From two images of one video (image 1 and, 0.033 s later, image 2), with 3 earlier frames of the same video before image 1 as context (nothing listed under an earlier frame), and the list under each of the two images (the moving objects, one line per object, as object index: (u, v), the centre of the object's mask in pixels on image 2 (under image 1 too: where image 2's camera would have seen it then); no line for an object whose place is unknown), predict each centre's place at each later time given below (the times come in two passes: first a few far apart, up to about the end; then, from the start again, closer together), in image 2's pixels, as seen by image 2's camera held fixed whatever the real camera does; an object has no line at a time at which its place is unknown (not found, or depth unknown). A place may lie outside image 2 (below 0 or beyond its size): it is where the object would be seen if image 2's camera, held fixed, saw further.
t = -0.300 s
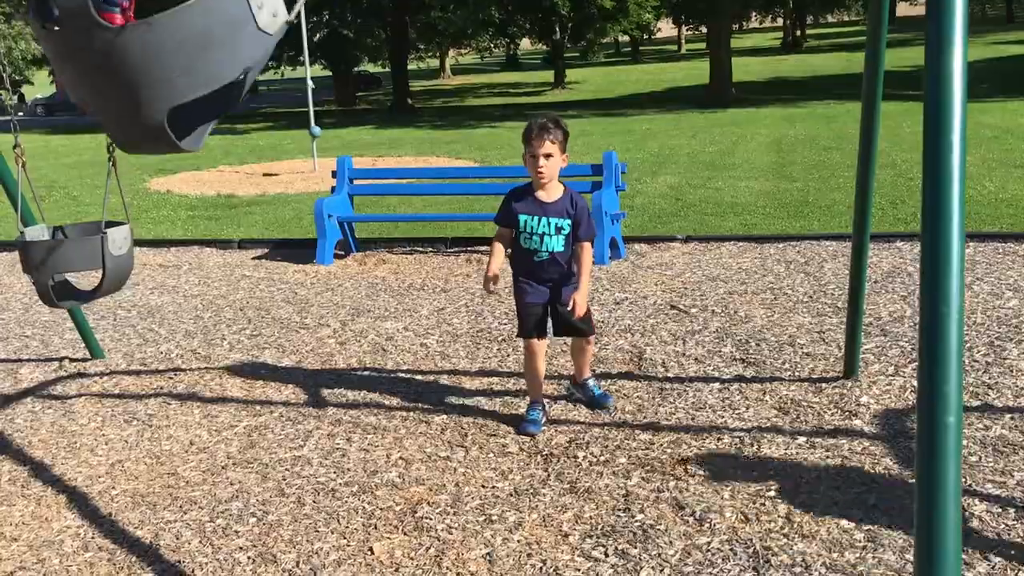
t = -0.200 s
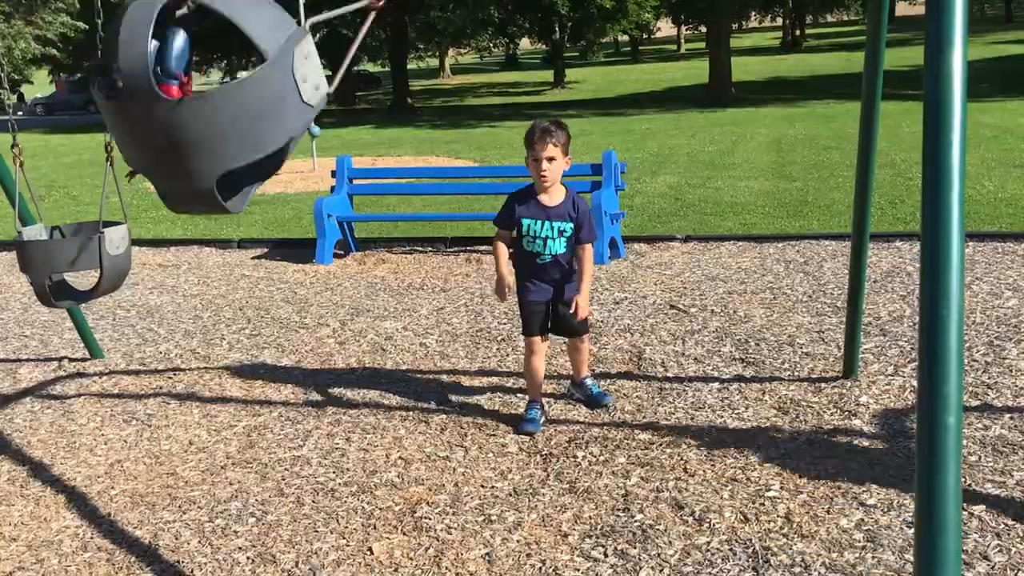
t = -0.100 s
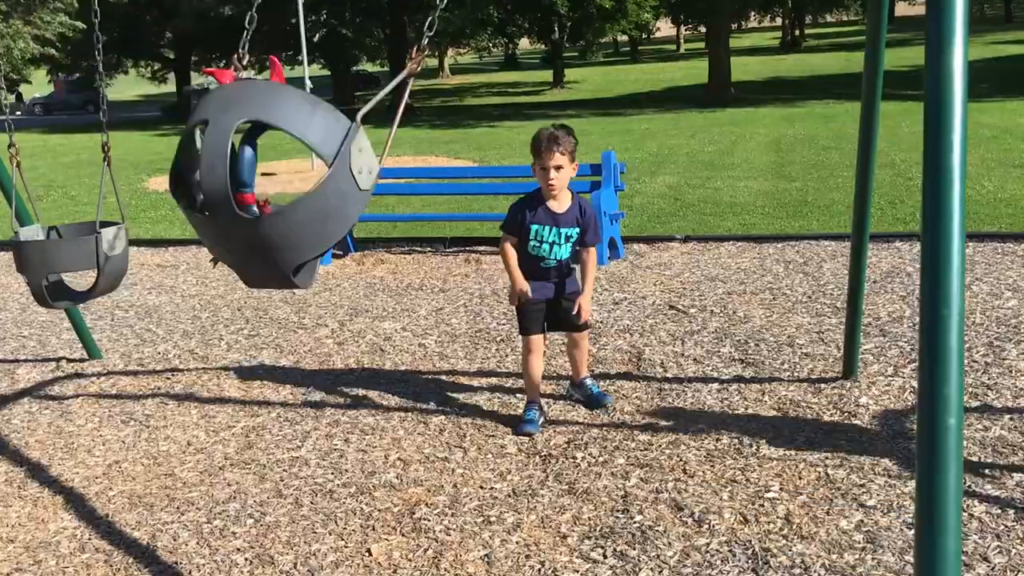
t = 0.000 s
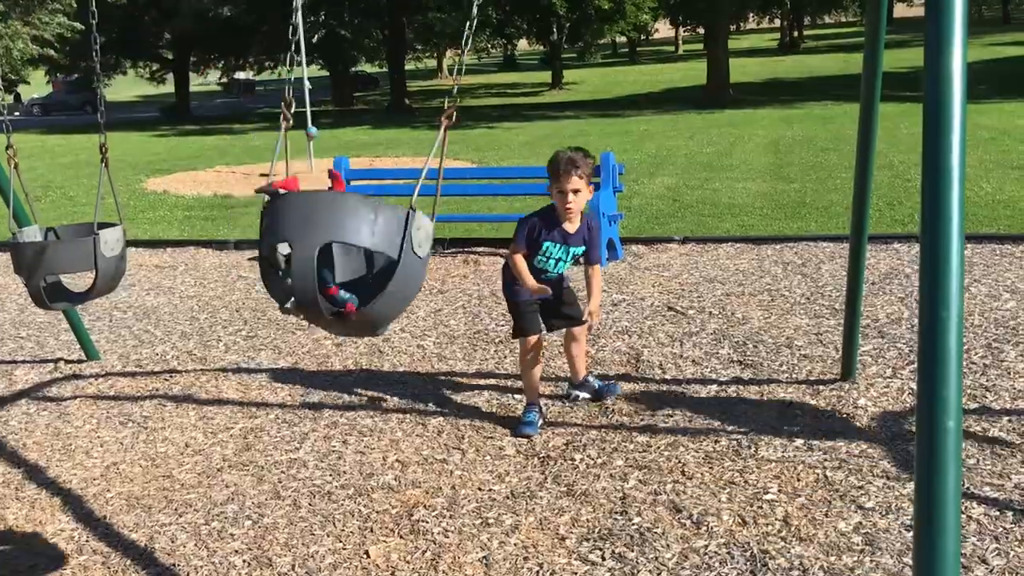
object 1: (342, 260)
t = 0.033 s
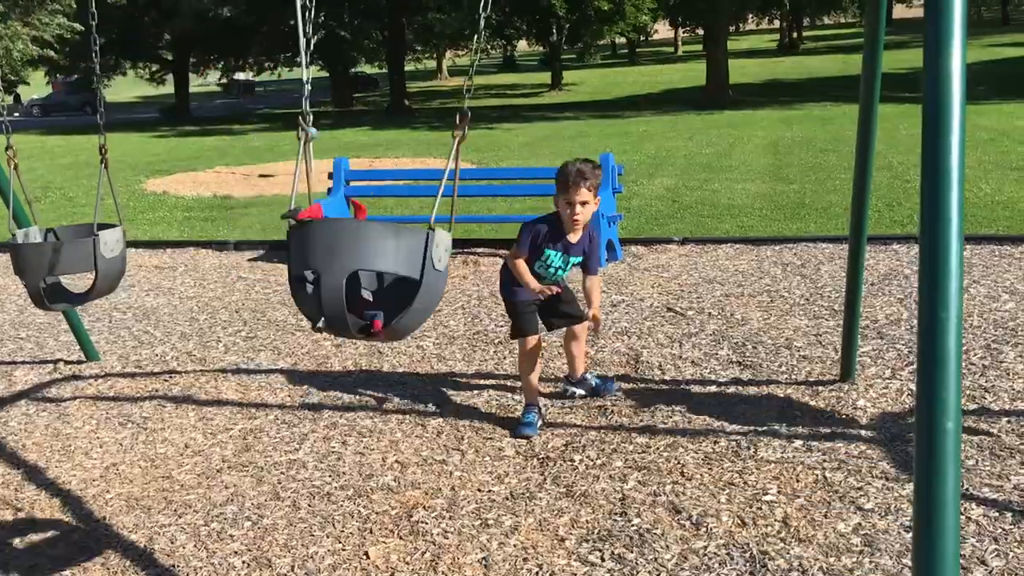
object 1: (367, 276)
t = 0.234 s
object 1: (482, 272)
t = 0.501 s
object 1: (556, 138)
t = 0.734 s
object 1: (574, 40)
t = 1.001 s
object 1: (566, 37)
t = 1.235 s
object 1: (538, 127)
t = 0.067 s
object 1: (390, 287)
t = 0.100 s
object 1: (412, 289)
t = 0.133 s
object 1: (432, 288)
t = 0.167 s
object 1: (450, 286)
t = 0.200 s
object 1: (467, 280)
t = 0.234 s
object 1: (482, 272)
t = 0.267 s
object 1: (494, 260)
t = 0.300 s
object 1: (507, 246)
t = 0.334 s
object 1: (518, 230)
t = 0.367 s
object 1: (527, 212)
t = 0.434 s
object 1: (545, 178)
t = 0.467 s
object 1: (552, 158)
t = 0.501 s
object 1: (556, 138)
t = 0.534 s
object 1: (562, 119)
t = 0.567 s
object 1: (565, 101)
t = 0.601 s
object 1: (568, 85)
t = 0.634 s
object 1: (570, 71)
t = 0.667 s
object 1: (572, 60)
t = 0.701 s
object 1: (573, 49)
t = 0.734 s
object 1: (574, 40)
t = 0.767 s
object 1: (574, 33)
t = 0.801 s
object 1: (574, 28)
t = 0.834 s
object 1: (573, 25)
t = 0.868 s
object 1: (573, 24)
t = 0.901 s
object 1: (572, 24)
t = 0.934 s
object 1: (570, 27)
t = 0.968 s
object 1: (568, 31)
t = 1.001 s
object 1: (566, 37)
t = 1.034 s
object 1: (564, 46)
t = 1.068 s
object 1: (561, 56)
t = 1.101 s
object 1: (557, 67)
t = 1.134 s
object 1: (553, 79)
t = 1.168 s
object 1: (549, 94)
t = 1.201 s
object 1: (544, 110)
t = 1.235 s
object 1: (538, 127)
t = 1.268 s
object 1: (532, 144)
